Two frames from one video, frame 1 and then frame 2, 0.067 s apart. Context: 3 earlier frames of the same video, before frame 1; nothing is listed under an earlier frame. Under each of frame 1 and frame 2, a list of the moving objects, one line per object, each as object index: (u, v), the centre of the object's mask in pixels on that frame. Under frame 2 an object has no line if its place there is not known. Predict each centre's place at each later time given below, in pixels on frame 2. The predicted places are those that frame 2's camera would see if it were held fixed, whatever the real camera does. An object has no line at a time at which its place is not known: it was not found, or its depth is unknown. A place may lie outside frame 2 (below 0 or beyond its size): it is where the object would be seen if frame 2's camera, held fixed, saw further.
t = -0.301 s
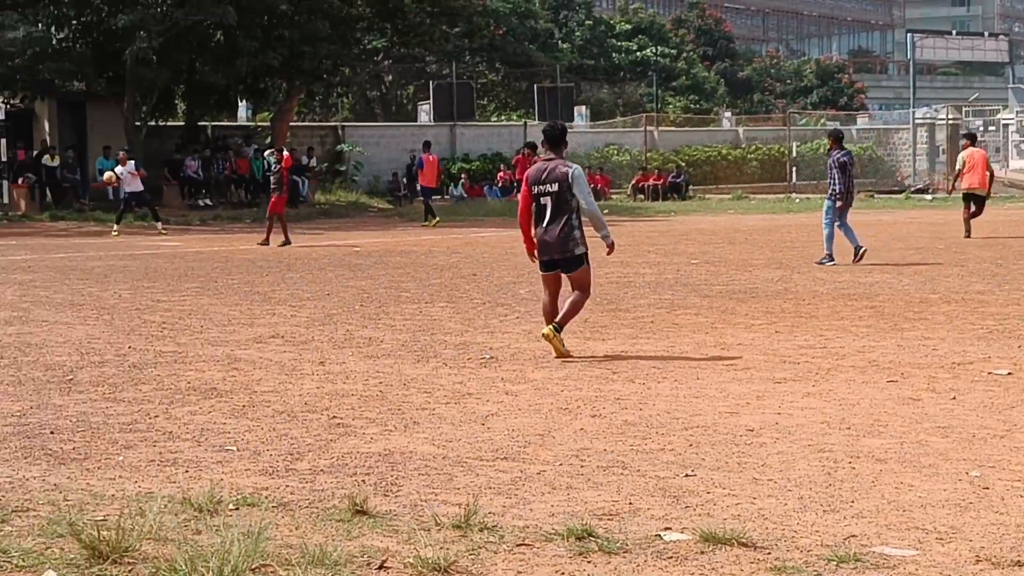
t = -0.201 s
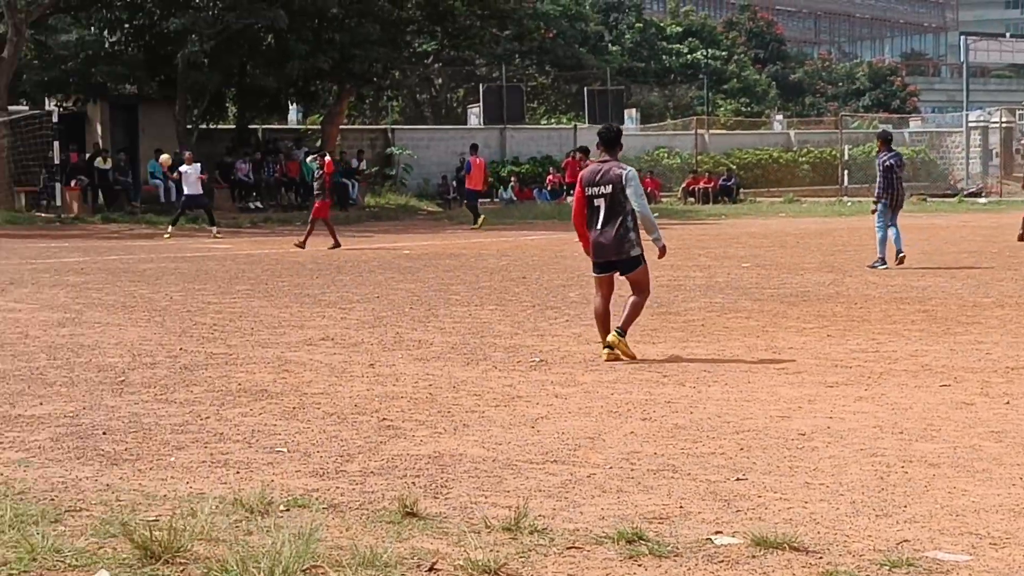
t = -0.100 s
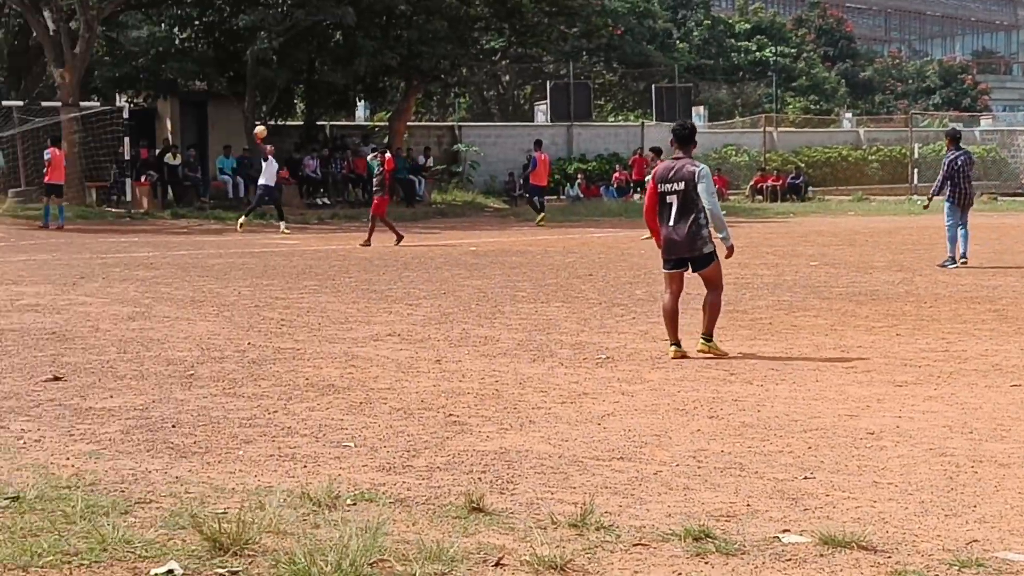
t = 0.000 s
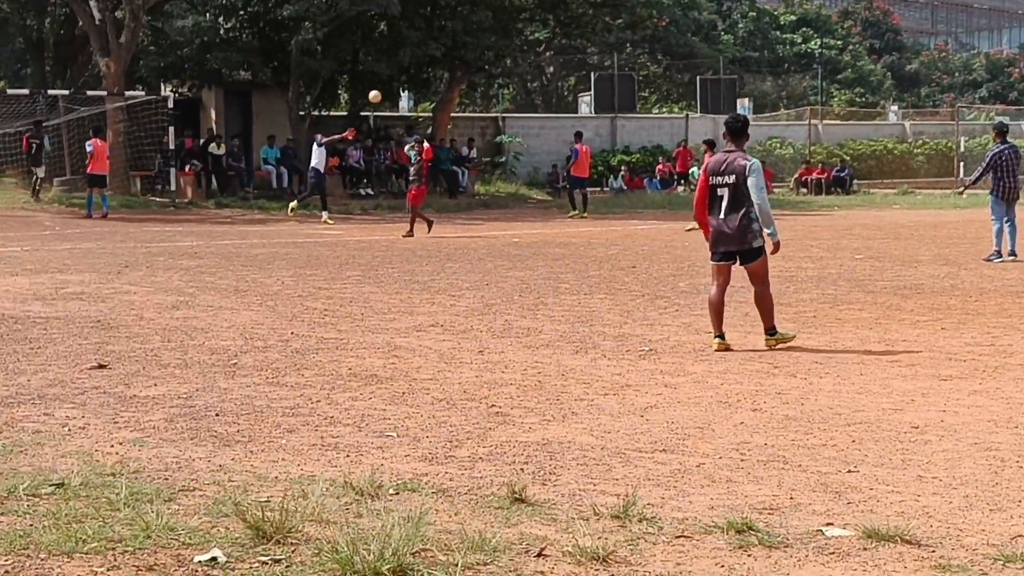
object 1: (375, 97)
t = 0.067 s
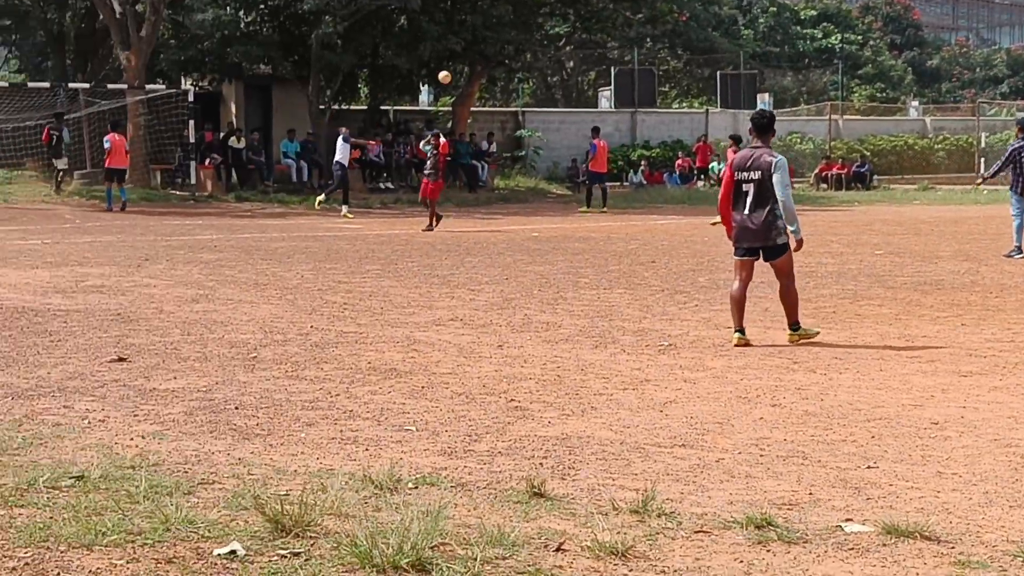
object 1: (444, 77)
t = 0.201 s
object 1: (549, 55)
